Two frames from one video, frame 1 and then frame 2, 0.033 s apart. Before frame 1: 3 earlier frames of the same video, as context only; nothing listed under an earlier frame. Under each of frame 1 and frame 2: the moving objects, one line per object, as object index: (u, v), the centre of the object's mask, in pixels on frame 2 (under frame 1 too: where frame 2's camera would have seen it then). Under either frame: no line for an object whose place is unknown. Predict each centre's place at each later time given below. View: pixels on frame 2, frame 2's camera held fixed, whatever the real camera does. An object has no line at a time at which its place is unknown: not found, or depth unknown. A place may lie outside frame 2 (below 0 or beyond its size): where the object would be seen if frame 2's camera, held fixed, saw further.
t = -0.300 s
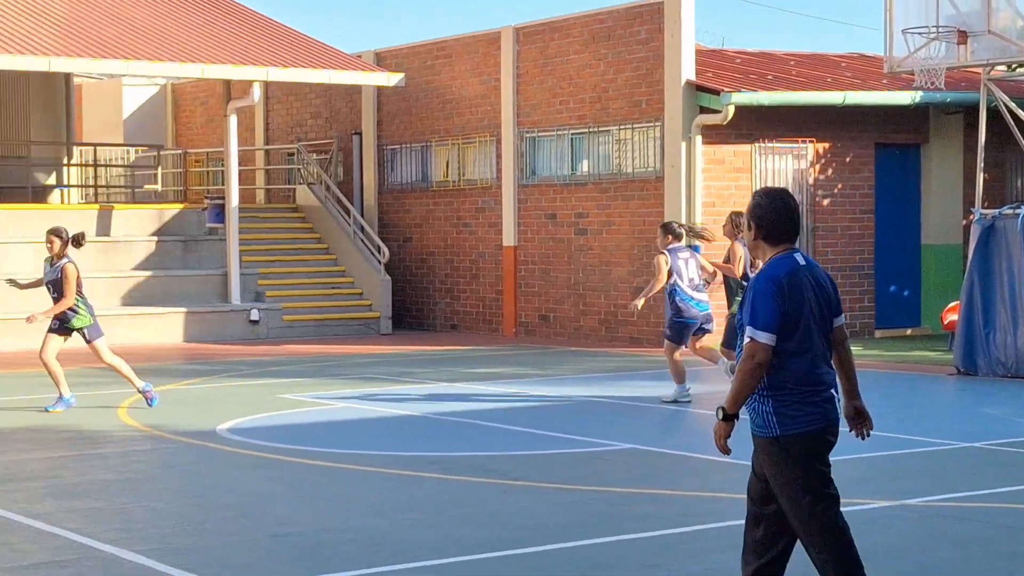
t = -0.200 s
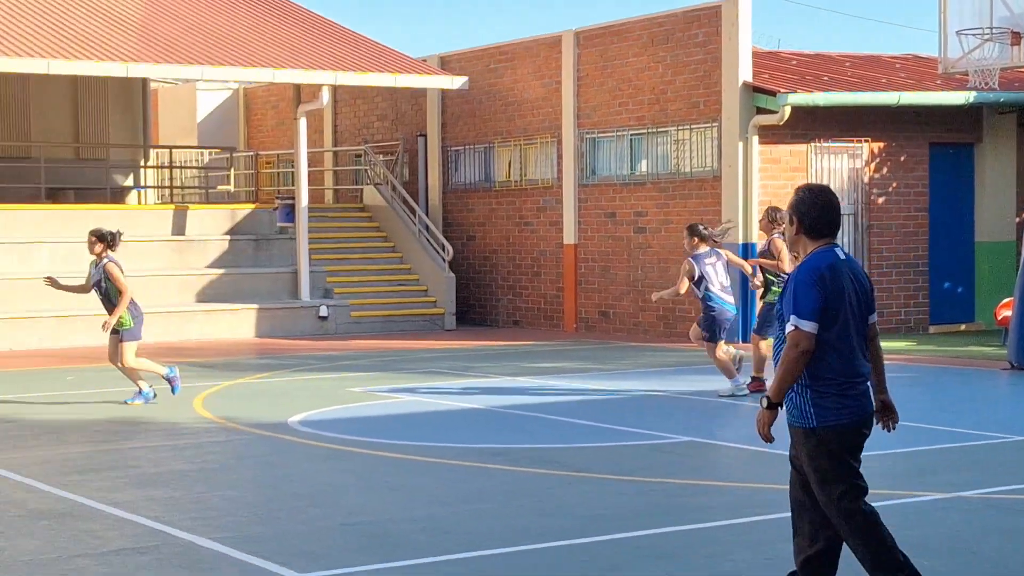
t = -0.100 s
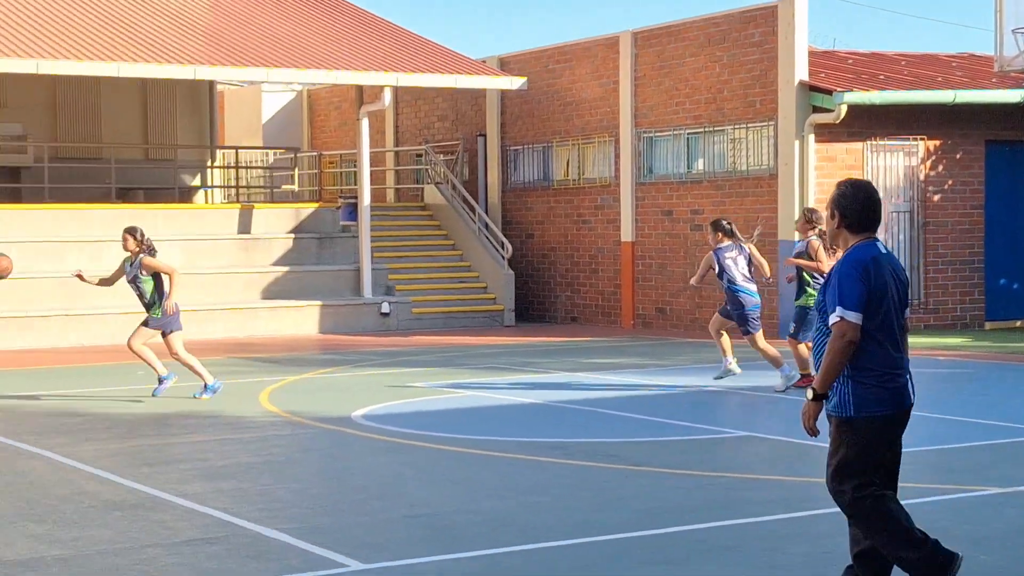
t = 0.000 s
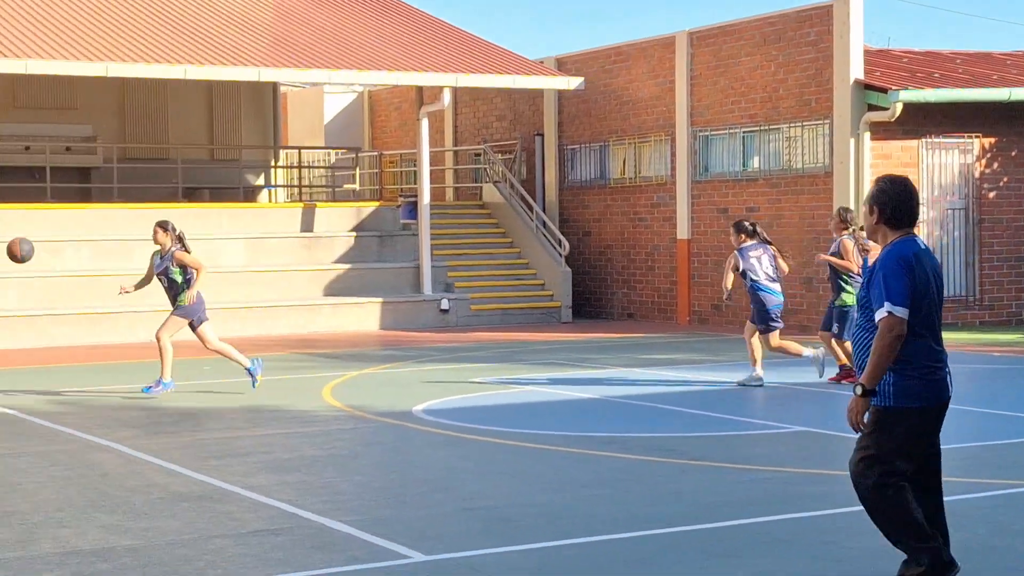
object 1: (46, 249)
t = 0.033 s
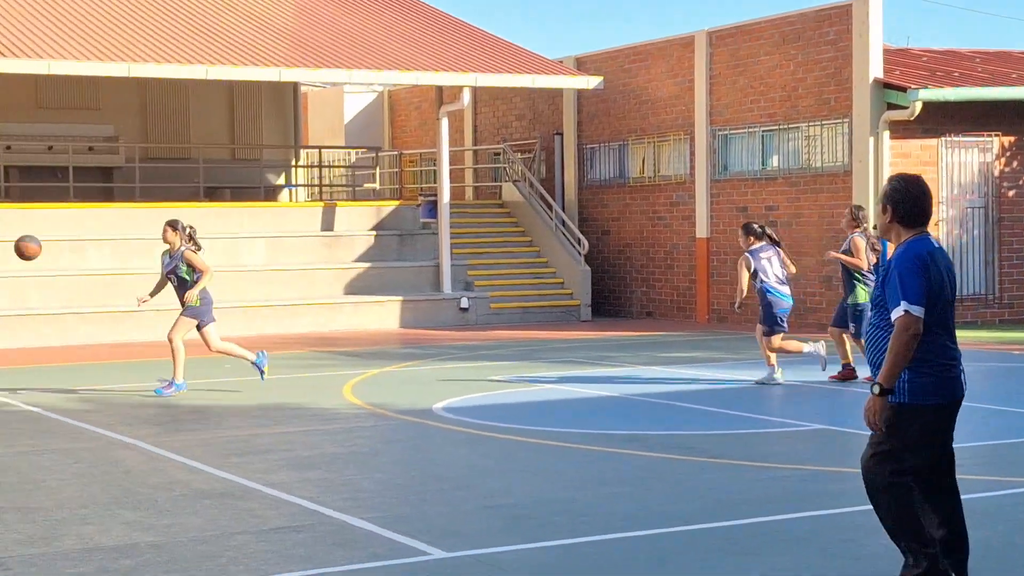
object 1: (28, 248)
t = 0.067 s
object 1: (10, 247)
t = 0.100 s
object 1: (-7, 247)
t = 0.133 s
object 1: (-24, 249)
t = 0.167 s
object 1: (-39, 253)
